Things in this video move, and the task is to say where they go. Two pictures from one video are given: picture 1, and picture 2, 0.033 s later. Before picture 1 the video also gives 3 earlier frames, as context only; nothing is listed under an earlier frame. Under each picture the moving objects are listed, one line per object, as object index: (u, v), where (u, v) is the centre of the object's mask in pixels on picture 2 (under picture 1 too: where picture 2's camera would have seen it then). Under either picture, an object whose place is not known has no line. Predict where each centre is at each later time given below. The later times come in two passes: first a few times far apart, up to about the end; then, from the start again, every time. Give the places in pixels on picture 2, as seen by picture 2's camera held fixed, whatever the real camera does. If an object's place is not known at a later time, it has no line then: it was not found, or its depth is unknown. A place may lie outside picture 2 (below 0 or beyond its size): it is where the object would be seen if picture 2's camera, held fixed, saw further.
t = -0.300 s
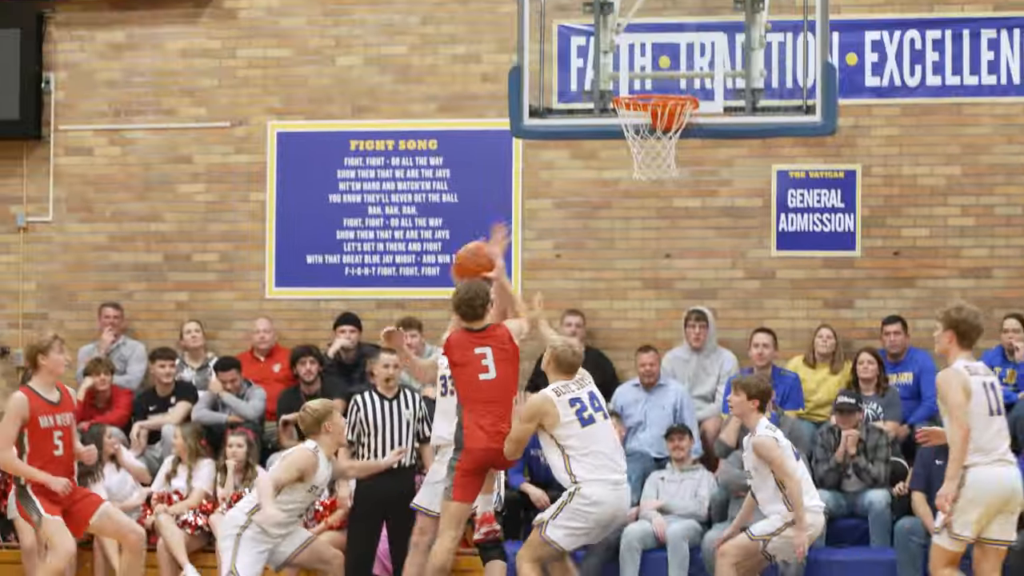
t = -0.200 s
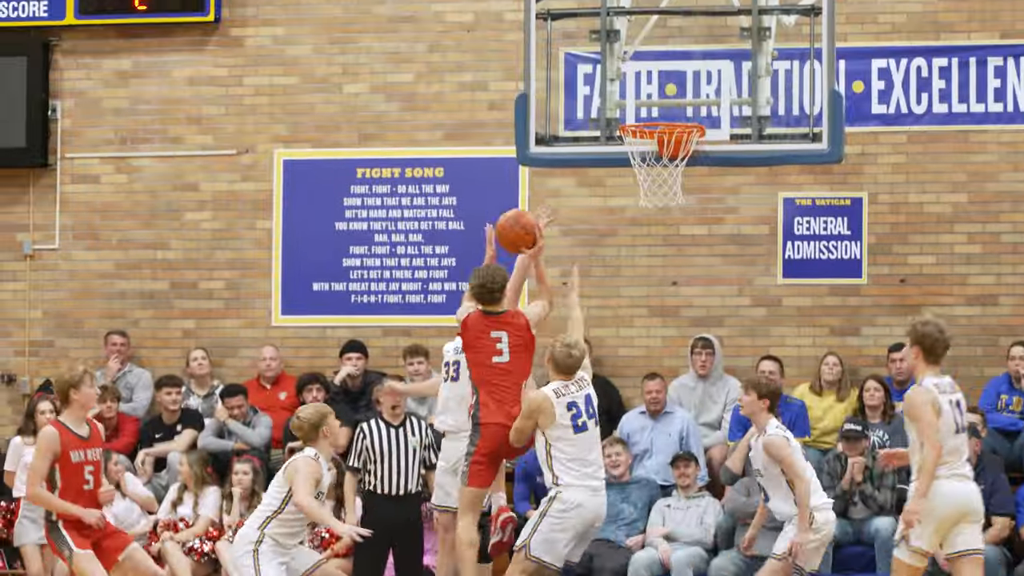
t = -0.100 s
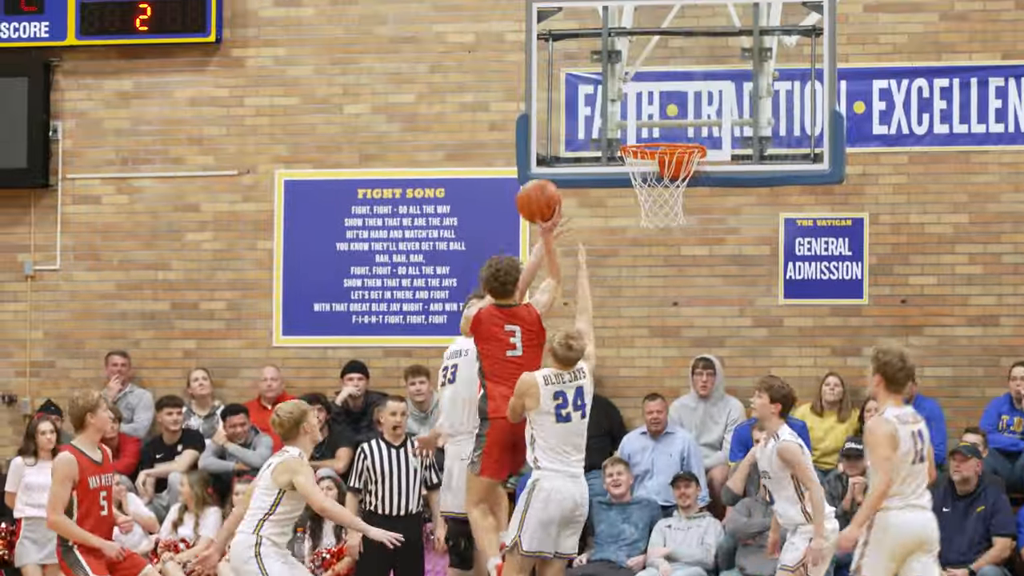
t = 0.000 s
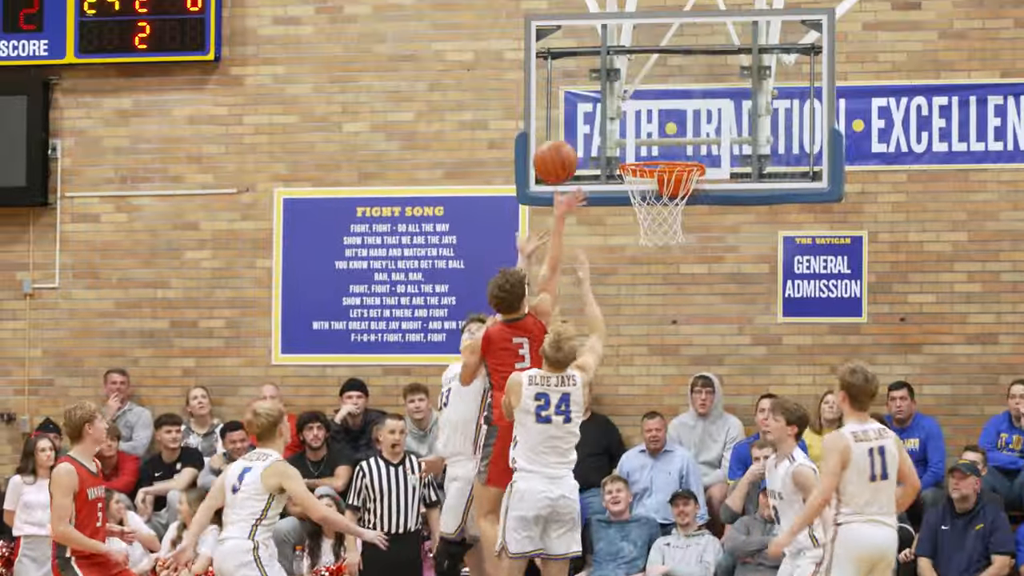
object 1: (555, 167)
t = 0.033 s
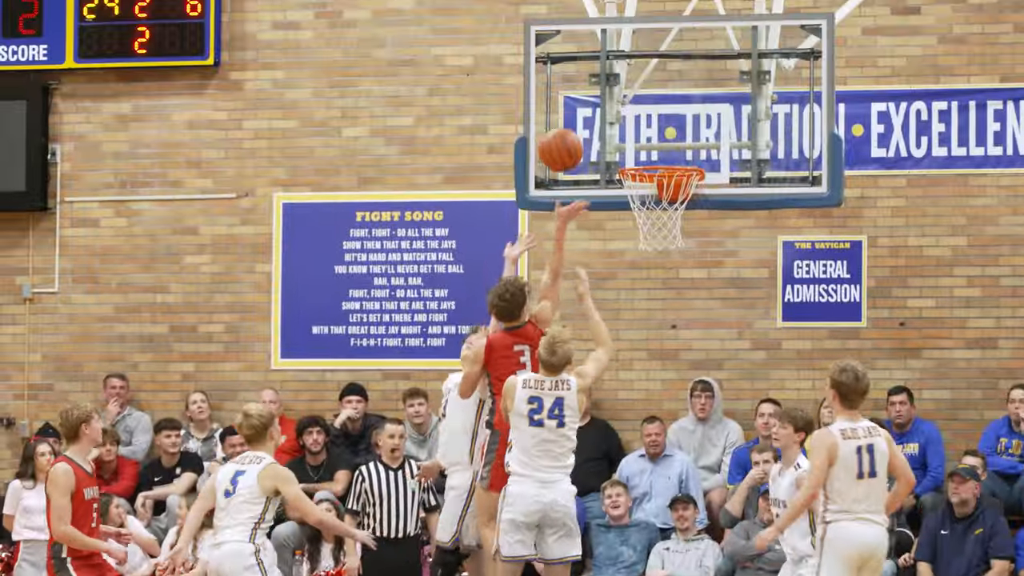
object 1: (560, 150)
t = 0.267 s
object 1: (601, 92)
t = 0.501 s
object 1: (641, 129)
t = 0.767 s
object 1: (675, 252)
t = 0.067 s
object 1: (567, 135)
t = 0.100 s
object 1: (572, 123)
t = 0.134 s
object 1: (579, 113)
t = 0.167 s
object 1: (585, 104)
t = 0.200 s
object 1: (590, 98)
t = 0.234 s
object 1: (596, 94)
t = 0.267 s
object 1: (601, 92)
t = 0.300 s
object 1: (607, 91)
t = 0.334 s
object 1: (613, 93)
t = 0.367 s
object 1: (618, 96)
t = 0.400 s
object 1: (624, 102)
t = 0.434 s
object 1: (630, 109)
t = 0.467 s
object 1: (636, 118)
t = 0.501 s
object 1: (641, 129)
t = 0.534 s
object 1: (646, 142)
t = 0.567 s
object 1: (652, 153)
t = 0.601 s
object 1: (655, 171)
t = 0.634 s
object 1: (661, 189)
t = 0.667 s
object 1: (664, 202)
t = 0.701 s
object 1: (668, 218)
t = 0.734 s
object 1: (671, 244)
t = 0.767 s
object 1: (675, 252)
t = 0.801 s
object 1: (679, 269)
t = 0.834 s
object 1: (682, 290)
